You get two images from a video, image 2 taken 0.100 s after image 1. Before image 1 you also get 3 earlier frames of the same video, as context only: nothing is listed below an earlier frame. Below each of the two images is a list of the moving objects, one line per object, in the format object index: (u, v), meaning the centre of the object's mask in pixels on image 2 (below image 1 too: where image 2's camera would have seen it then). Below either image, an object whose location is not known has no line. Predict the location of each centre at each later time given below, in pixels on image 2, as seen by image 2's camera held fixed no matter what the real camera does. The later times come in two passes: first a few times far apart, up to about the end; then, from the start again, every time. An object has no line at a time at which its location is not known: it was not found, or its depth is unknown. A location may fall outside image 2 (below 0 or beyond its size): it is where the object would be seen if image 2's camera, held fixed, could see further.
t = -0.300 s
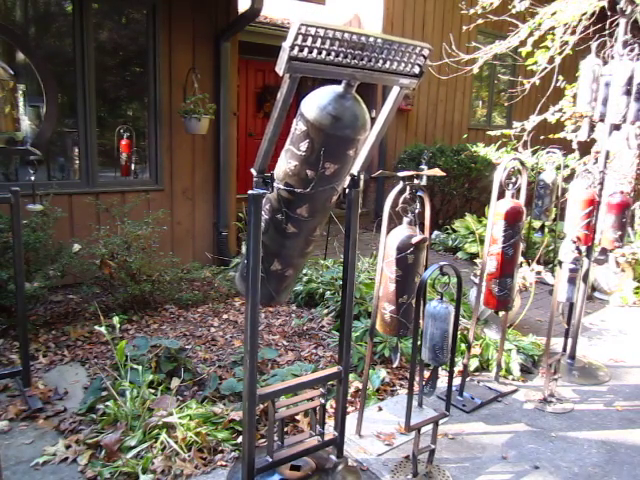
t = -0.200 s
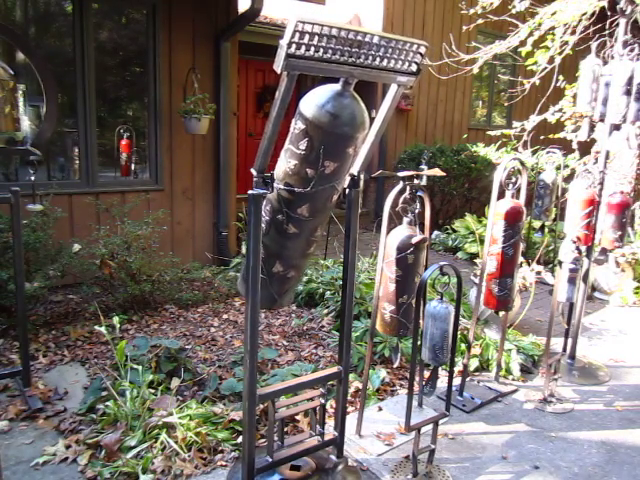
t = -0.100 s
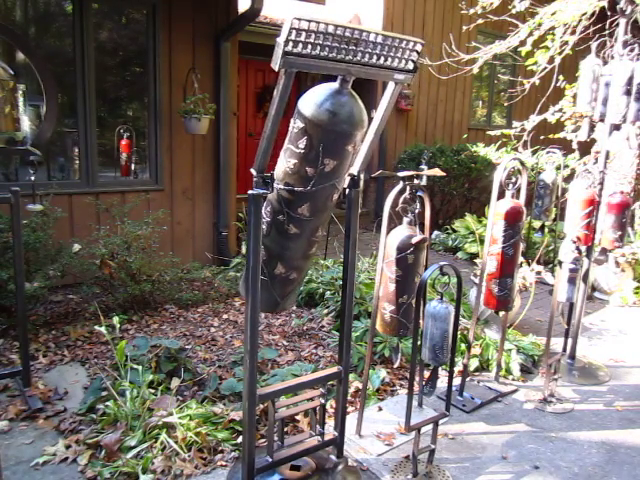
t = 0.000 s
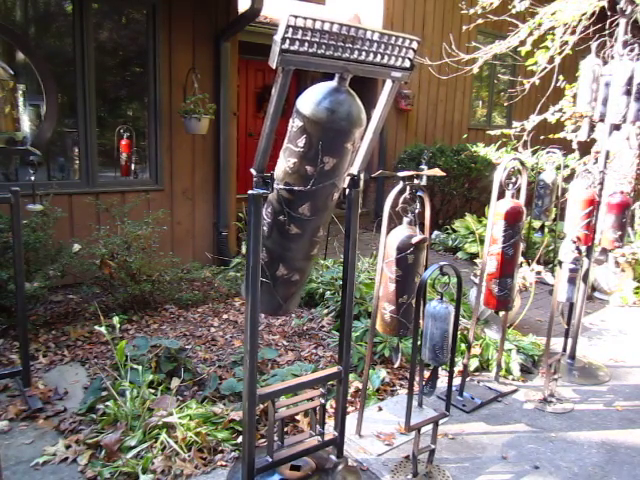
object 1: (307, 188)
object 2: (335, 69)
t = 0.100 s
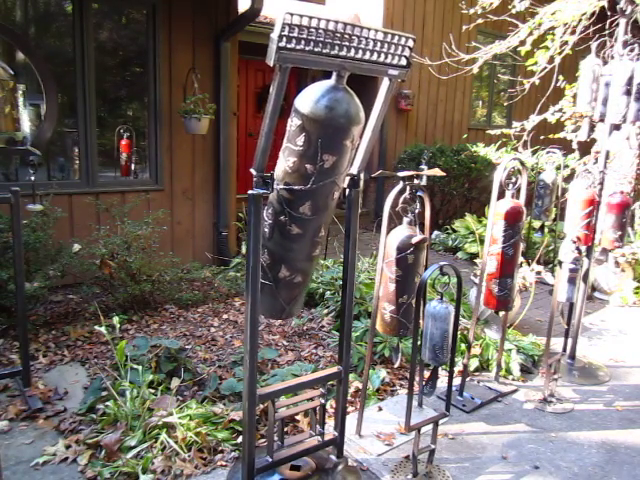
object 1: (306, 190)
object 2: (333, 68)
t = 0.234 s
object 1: (306, 194)
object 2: (329, 66)
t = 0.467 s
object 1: (305, 198)
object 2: (320, 62)
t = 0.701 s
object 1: (306, 203)
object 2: (312, 62)
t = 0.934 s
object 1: (308, 207)
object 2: (296, 55)
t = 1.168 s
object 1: (310, 210)
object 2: (288, 58)
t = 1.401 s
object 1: (312, 211)
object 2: (279, 61)
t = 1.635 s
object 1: (315, 213)
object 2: (281, 70)
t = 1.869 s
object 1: (318, 215)
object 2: (275, 75)
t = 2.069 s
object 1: (320, 215)
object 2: (271, 79)
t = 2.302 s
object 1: (323, 216)
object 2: (267, 85)
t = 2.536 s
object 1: (326, 217)
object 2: (266, 91)
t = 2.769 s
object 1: (328, 218)
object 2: (264, 93)
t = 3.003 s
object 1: (329, 218)
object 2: (260, 96)
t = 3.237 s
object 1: (330, 218)
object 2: (261, 97)
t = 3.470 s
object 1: (330, 218)
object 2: (261, 97)
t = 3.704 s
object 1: (329, 218)
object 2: (260, 98)
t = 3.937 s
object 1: (327, 217)
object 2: (265, 95)
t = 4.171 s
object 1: (325, 217)
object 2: (267, 91)
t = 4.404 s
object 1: (322, 216)
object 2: (269, 85)
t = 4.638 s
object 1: (320, 215)
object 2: (273, 79)
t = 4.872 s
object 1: (317, 214)
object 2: (278, 73)
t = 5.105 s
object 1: (314, 213)
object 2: (282, 69)
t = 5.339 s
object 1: (312, 211)
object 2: (289, 65)
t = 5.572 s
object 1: (310, 208)
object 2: (293, 58)
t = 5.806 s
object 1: (307, 205)
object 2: (299, 54)
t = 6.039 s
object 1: (306, 202)
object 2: (309, 54)
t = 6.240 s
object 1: (305, 198)
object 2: (321, 63)
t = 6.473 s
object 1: (306, 193)
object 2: (330, 66)
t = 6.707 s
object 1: (307, 188)
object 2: (336, 70)
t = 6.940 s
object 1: (308, 185)
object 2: (342, 73)
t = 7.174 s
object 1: (309, 182)
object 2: (345, 76)
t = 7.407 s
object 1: (310, 180)
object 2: (348, 78)
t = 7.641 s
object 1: (311, 179)
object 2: (350, 80)
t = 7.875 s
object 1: (311, 178)
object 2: (351, 81)
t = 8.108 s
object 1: (311, 178)
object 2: (351, 80)
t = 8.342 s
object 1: (310, 179)
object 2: (349, 79)
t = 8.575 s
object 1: (309, 180)
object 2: (347, 77)
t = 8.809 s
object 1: (308, 183)
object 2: (343, 73)
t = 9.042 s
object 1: (307, 187)
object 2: (338, 71)
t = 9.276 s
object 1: (306, 190)
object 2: (332, 68)
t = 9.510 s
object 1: (305, 195)
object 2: (326, 64)
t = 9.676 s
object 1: (305, 198)
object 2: (320, 62)
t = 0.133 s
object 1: (306, 191)
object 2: (332, 68)
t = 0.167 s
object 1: (306, 192)
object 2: (331, 67)
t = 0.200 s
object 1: (306, 193)
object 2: (330, 67)
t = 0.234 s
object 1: (306, 194)
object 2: (329, 66)
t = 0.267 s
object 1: (305, 194)
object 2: (328, 66)
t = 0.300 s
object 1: (305, 195)
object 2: (326, 65)
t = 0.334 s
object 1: (305, 195)
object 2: (325, 65)
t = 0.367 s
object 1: (305, 196)
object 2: (325, 64)
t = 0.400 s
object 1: (305, 197)
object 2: (323, 64)
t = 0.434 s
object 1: (305, 198)
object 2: (321, 63)
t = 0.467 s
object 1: (305, 198)
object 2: (320, 62)
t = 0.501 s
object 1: (305, 199)
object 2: (318, 62)
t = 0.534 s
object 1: (305, 200)
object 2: (317, 61)
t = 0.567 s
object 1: (305, 200)
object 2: (317, 62)
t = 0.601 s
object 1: (306, 201)
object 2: (314, 60)
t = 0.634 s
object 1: (306, 202)
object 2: (314, 62)
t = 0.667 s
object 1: (306, 202)
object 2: (306, 54)
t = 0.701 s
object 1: (306, 203)
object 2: (312, 62)
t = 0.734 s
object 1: (306, 203)
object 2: (303, 54)
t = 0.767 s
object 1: (307, 204)
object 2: (301, 54)
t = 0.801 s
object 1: (307, 204)
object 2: (301, 54)
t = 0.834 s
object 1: (307, 205)
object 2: (299, 54)
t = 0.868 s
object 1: (307, 205)
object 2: (298, 54)
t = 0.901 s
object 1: (308, 206)
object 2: (297, 55)
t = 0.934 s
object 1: (308, 207)
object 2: (296, 55)
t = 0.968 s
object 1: (308, 207)
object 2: (295, 55)
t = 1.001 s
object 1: (309, 207)
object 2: (294, 56)
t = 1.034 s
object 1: (309, 208)
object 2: (293, 56)
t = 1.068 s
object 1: (309, 208)
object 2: (291, 57)
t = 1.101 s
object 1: (310, 209)
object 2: (291, 57)
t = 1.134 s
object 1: (310, 210)
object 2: (290, 58)
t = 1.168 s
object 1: (310, 210)
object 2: (288, 58)
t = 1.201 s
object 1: (311, 210)
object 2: (286, 58)
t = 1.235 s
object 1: (311, 211)
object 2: (285, 59)
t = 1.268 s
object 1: (311, 211)
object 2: (284, 60)
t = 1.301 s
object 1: (312, 211)
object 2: (284, 61)
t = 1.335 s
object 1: (312, 211)
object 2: (288, 65)
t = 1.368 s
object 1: (312, 211)
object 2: (282, 62)
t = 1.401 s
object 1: (312, 211)
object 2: (279, 61)
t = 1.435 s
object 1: (313, 211)
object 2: (278, 62)
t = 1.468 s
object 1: (313, 212)
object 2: (285, 67)
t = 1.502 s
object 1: (313, 212)
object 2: (283, 68)
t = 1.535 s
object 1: (314, 213)
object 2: (284, 69)
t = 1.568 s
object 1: (314, 213)
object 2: (281, 69)
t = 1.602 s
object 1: (314, 213)
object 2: (282, 70)
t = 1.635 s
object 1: (315, 213)
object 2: (281, 70)
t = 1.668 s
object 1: (315, 213)
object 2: (281, 71)
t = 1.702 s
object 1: (316, 213)
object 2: (280, 72)
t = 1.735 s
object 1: (316, 214)
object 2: (278, 73)
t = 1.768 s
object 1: (317, 214)
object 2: (278, 73)
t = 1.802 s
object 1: (317, 214)
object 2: (277, 74)
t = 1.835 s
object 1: (318, 214)
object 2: (276, 75)
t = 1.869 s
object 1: (318, 215)
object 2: (275, 75)
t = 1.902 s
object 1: (318, 215)
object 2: (274, 76)
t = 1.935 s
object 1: (318, 215)
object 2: (273, 77)
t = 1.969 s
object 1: (319, 214)
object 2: (273, 77)
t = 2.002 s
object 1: (319, 215)
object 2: (272, 78)
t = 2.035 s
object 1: (320, 215)
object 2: (271, 79)
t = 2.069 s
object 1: (320, 215)
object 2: (271, 79)
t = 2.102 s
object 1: (321, 215)
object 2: (270, 80)
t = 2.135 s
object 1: (321, 215)
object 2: (270, 81)
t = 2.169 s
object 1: (321, 215)
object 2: (269, 82)
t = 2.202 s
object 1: (322, 216)
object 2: (269, 83)
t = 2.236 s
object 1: (322, 216)
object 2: (269, 84)
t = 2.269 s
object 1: (323, 216)
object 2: (267, 85)
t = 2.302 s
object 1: (323, 216)
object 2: (267, 85)
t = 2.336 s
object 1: (324, 217)
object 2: (268, 87)
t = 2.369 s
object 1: (324, 217)
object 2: (265, 87)
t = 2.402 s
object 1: (324, 217)
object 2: (267, 87)
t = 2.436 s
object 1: (325, 217)
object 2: (267, 88)
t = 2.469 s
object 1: (325, 217)
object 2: (266, 89)
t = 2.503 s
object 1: (326, 217)
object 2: (266, 90)
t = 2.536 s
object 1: (326, 217)
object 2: (266, 91)
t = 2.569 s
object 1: (326, 217)
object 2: (266, 91)
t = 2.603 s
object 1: (326, 217)
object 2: (265, 91)
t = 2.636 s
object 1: (327, 218)
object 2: (265, 92)
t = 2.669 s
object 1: (327, 218)
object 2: (265, 92)
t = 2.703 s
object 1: (327, 218)
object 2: (264, 93)
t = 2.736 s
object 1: (328, 218)
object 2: (264, 93)
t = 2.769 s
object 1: (328, 218)
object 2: (264, 93)
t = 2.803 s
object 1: (328, 218)
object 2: (263, 94)
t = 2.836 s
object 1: (329, 218)
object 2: (263, 94)
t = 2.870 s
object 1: (329, 218)
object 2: (260, 95)
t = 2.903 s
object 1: (329, 218)
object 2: (262, 95)
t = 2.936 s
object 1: (329, 218)
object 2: (259, 96)
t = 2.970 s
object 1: (329, 218)
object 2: (260, 96)
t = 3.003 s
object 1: (329, 218)
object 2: (260, 96)
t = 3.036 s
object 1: (330, 218)
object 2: (262, 96)
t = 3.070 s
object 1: (330, 218)
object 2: (262, 96)
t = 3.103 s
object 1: (330, 218)
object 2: (262, 96)
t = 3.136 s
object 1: (330, 218)
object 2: (260, 97)
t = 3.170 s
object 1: (330, 218)
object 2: (260, 97)
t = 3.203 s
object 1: (330, 218)
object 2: (261, 97)
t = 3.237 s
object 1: (330, 218)
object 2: (261, 97)
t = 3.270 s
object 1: (330, 218)
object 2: (259, 98)
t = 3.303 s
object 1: (330, 218)
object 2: (259, 98)
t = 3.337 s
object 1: (330, 218)
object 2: (259, 98)
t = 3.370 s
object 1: (330, 218)
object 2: (261, 97)
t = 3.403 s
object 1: (330, 218)
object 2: (261, 97)
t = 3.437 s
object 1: (330, 218)
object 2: (261, 97)
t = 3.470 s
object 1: (330, 218)
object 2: (261, 97)
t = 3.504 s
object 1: (330, 218)
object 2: (259, 97)
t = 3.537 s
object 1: (330, 218)
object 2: (261, 97)
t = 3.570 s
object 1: (330, 218)
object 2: (259, 98)
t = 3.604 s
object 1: (330, 218)
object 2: (260, 97)
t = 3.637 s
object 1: (330, 218)
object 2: (259, 98)
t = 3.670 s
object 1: (329, 218)
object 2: (259, 98)
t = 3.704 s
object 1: (329, 218)
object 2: (260, 98)
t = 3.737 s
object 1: (329, 218)
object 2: (260, 98)
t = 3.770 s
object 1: (329, 218)
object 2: (261, 98)
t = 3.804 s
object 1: (329, 218)
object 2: (261, 98)
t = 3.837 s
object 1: (328, 218)
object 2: (261, 97)
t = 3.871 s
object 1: (328, 218)
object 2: (264, 96)
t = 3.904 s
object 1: (328, 218)
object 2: (263, 96)
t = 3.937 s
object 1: (327, 217)
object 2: (265, 95)
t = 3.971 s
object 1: (327, 218)
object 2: (264, 95)
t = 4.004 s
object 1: (327, 217)
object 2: (265, 94)
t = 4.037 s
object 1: (327, 217)
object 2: (266, 94)
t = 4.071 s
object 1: (326, 217)
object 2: (266, 94)
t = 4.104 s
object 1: (326, 217)
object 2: (266, 93)
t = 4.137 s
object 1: (325, 217)
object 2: (267, 92)
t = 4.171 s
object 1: (325, 217)
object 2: (267, 91)
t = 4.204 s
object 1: (325, 217)
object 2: (266, 91)
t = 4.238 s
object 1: (324, 216)
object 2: (266, 90)
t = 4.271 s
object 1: (324, 216)
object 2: (268, 89)
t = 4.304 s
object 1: (324, 216)
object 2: (266, 89)
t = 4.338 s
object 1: (323, 216)
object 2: (269, 88)
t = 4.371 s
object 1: (323, 216)
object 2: (269, 87)
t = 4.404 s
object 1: (322, 216)
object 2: (269, 85)
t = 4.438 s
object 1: (322, 216)
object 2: (270, 84)
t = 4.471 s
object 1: (322, 215)
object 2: (270, 84)
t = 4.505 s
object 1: (321, 215)
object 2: (270, 83)
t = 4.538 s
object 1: (321, 215)
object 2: (271, 82)
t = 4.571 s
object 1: (320, 215)
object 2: (271, 81)
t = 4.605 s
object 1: (320, 215)
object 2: (270, 81)
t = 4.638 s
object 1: (320, 215)
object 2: (273, 79)
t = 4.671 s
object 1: (319, 214)
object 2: (273, 78)
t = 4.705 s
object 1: (319, 215)
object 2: (274, 77)
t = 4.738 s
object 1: (318, 215)
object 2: (275, 77)
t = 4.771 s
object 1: (318, 214)
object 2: (275, 75)
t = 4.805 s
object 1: (318, 214)
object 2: (275, 75)
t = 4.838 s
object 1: (317, 214)
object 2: (277, 74)
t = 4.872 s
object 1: (317, 214)
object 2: (278, 73)
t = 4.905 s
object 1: (316, 213)
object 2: (279, 72)
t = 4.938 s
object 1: (316, 213)
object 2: (280, 72)
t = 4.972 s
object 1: (316, 213)
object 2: (280, 71)
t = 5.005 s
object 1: (315, 213)
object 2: (281, 71)
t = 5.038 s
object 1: (315, 213)
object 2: (283, 70)
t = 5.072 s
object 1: (315, 213)
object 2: (284, 69)
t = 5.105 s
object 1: (314, 213)
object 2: (282, 69)
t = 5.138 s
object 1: (314, 212)
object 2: (286, 69)
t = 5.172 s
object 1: (313, 212)
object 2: (286, 67)
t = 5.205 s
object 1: (313, 212)
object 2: (288, 66)
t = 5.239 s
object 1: (313, 211)
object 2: (287, 66)
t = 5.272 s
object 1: (312, 211)
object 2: (289, 66)
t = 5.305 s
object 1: (312, 211)
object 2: (287, 64)
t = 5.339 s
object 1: (312, 211)
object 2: (289, 65)
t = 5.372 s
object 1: (312, 210)
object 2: (292, 64)
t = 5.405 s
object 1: (311, 210)
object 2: (292, 64)
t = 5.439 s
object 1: (311, 210)
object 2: (289, 59)
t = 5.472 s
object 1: (311, 210)
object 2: (293, 62)
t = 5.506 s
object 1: (310, 209)
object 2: (291, 59)
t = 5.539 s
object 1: (310, 209)
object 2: (292, 58)
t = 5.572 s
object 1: (310, 208)
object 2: (293, 58)
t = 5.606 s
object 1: (309, 208)
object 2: (293, 56)
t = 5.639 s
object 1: (309, 207)
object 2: (294, 56)
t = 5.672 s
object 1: (308, 207)
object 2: (295, 55)
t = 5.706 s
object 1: (308, 207)
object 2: (296, 55)
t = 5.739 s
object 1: (308, 206)
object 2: (298, 55)
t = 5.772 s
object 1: (308, 206)
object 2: (299, 54)
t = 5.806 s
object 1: (307, 205)
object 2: (299, 54)
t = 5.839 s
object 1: (307, 205)
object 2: (301, 54)
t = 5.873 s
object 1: (307, 204)
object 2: (302, 54)
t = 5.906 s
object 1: (307, 204)
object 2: (304, 54)
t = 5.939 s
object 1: (306, 203)
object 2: (307, 56)
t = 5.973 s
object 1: (306, 203)
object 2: (307, 54)
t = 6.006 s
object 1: (306, 202)
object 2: (307, 54)
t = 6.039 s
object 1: (306, 202)
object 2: (309, 54)
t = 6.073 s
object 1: (306, 202)
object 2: (316, 62)
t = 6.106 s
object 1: (306, 201)
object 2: (316, 60)
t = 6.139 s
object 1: (305, 200)
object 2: (318, 62)
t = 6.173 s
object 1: (305, 199)
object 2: (319, 61)
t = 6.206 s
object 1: (305, 199)
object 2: (320, 62)
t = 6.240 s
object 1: (305, 198)
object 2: (321, 63)
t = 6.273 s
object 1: (305, 197)
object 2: (323, 63)
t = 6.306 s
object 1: (305, 197)
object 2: (324, 64)
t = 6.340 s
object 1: (305, 196)
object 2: (325, 64)
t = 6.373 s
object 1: (305, 195)
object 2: (327, 65)
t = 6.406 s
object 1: (306, 195)
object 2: (328, 65)
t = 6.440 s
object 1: (306, 194)
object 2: (329, 66)
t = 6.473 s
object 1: (306, 193)
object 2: (330, 66)
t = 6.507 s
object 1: (306, 193)
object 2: (331, 66)
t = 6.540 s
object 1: (306, 192)
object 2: (331, 67)
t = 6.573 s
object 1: (306, 191)
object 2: (332, 67)
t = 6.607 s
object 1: (307, 190)
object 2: (334, 68)
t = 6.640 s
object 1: (307, 190)
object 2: (334, 68)
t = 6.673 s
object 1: (307, 189)
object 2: (335, 69)
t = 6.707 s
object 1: (307, 188)
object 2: (336, 70)
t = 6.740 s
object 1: (307, 188)
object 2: (337, 71)
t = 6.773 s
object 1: (307, 187)
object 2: (338, 71)
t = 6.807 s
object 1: (307, 187)
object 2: (339, 71)
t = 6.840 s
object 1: (307, 186)
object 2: (339, 72)
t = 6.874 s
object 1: (307, 186)
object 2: (340, 72)
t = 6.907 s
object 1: (308, 185)
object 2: (341, 73)
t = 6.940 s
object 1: (308, 185)
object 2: (342, 73)
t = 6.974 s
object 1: (308, 184)
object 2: (342, 74)
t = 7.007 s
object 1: (308, 184)
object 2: (343, 74)
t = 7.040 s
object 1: (308, 183)
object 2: (343, 75)
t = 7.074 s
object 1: (308, 183)
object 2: (344, 75)
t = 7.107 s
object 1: (309, 183)
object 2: (345, 76)
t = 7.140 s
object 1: (309, 182)
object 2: (345, 76)
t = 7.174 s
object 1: (309, 182)
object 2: (345, 76)
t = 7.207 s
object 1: (309, 182)
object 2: (346, 77)
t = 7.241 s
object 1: (309, 181)
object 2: (346, 77)
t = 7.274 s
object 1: (309, 181)
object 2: (347, 77)
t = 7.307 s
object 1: (309, 180)
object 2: (347, 78)
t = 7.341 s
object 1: (310, 180)
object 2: (348, 78)
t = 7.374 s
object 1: (310, 180)
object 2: (348, 78)
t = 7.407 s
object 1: (310, 180)
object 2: (348, 78)
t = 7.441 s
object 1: (310, 180)
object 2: (348, 79)
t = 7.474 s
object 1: (310, 180)
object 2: (349, 79)
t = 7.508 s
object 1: (310, 179)
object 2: (349, 79)
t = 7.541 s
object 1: (310, 179)
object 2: (350, 79)
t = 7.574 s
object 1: (310, 179)
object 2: (350, 79)
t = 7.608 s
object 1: (310, 179)
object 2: (350, 80)
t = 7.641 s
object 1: (311, 179)
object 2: (350, 80)
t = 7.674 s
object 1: (311, 179)
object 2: (350, 80)
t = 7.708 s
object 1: (311, 179)
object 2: (350, 80)
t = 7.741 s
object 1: (311, 178)
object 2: (350, 80)
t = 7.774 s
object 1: (311, 178)
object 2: (351, 80)
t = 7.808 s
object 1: (311, 178)
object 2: (351, 80)
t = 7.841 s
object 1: (311, 178)
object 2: (351, 81)
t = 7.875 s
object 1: (311, 178)
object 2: (351, 81)
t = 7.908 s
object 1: (311, 178)
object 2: (351, 81)
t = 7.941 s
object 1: (311, 178)
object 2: (351, 81)
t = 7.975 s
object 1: (311, 178)
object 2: (351, 80)
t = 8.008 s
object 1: (311, 178)
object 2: (351, 81)
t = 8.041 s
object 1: (311, 178)
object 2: (351, 80)
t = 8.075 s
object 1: (311, 178)
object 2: (351, 80)
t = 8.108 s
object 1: (311, 178)
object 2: (351, 80)
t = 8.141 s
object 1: (311, 178)
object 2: (351, 80)
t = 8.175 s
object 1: (311, 178)
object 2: (350, 80)
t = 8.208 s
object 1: (311, 178)
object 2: (350, 80)
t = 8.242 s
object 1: (311, 178)
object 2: (350, 80)
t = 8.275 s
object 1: (311, 179)
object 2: (350, 79)
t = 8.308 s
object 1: (310, 179)
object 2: (350, 79)
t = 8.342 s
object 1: (310, 179)
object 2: (349, 79)
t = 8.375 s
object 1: (310, 179)
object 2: (349, 79)
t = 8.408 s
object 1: (310, 179)
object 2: (349, 78)
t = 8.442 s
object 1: (310, 180)
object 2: (348, 78)
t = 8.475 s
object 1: (310, 180)
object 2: (348, 78)
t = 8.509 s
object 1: (310, 180)
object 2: (348, 78)
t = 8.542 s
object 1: (310, 180)
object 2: (347, 77)
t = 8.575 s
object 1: (309, 180)
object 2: (347, 77)
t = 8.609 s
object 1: (309, 181)
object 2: (346, 76)
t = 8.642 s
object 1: (309, 181)
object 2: (346, 76)
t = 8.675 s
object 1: (309, 182)
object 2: (345, 75)
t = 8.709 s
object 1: (309, 182)
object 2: (345, 75)
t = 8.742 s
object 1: (309, 182)
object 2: (344, 74)
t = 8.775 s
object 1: (309, 182)
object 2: (344, 74)
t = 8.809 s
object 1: (308, 183)
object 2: (343, 73)
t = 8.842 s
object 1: (308, 184)
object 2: (343, 73)
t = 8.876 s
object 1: (308, 184)
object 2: (342, 73)
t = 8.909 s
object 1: (308, 185)
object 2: (341, 72)
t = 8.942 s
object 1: (308, 185)
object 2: (341, 72)
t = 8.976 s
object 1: (307, 185)
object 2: (340, 72)
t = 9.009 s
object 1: (307, 186)
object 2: (339, 71)
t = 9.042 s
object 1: (307, 187)
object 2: (338, 71)
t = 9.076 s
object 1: (307, 187)
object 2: (338, 71)
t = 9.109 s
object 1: (307, 188)
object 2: (337, 70)
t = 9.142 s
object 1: (307, 188)
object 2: (336, 70)
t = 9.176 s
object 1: (307, 188)
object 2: (335, 69)
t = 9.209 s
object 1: (306, 189)
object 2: (334, 69)
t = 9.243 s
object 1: (306, 190)
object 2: (333, 68)
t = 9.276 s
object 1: (306, 190)
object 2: (332, 68)
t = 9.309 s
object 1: (306, 191)
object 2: (332, 67)
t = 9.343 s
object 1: (306, 192)
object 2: (331, 67)
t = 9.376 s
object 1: (306, 193)
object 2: (330, 66)
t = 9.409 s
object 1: (305, 194)
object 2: (329, 66)
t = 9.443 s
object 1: (306, 194)
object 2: (328, 65)
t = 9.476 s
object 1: (305, 195)
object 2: (327, 65)
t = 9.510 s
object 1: (305, 195)
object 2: (326, 64)
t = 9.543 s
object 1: (305, 196)
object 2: (325, 64)
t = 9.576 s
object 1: (305, 197)
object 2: (324, 64)
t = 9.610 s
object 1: (305, 197)
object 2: (322, 63)
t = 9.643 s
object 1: (305, 198)
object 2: (322, 63)
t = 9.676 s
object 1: (305, 198)
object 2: (320, 62)
